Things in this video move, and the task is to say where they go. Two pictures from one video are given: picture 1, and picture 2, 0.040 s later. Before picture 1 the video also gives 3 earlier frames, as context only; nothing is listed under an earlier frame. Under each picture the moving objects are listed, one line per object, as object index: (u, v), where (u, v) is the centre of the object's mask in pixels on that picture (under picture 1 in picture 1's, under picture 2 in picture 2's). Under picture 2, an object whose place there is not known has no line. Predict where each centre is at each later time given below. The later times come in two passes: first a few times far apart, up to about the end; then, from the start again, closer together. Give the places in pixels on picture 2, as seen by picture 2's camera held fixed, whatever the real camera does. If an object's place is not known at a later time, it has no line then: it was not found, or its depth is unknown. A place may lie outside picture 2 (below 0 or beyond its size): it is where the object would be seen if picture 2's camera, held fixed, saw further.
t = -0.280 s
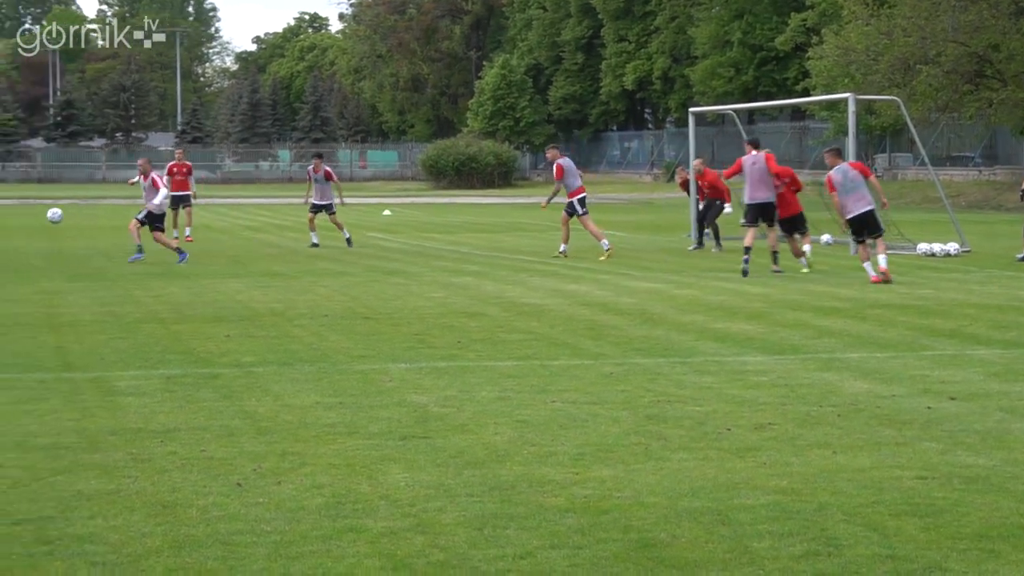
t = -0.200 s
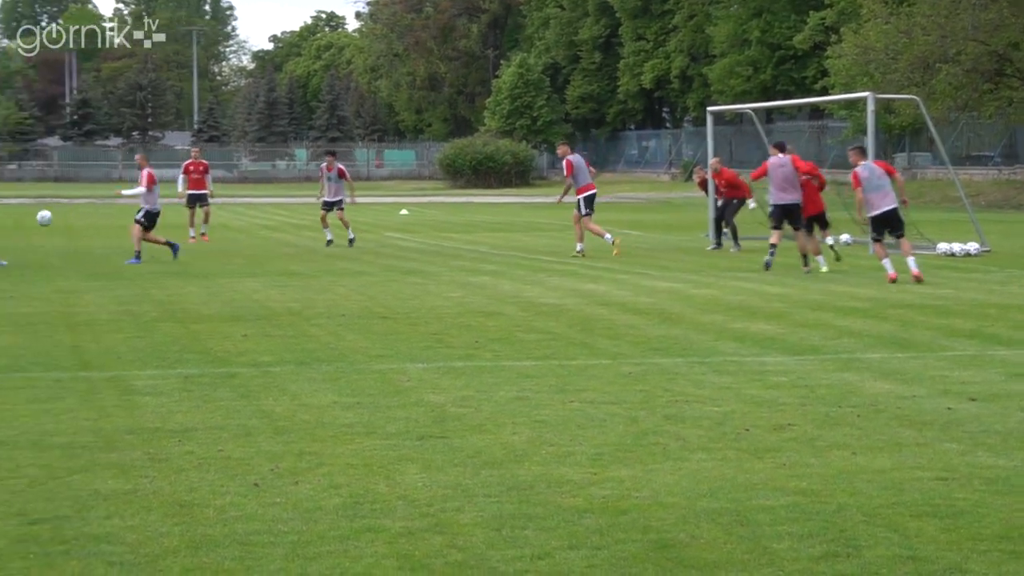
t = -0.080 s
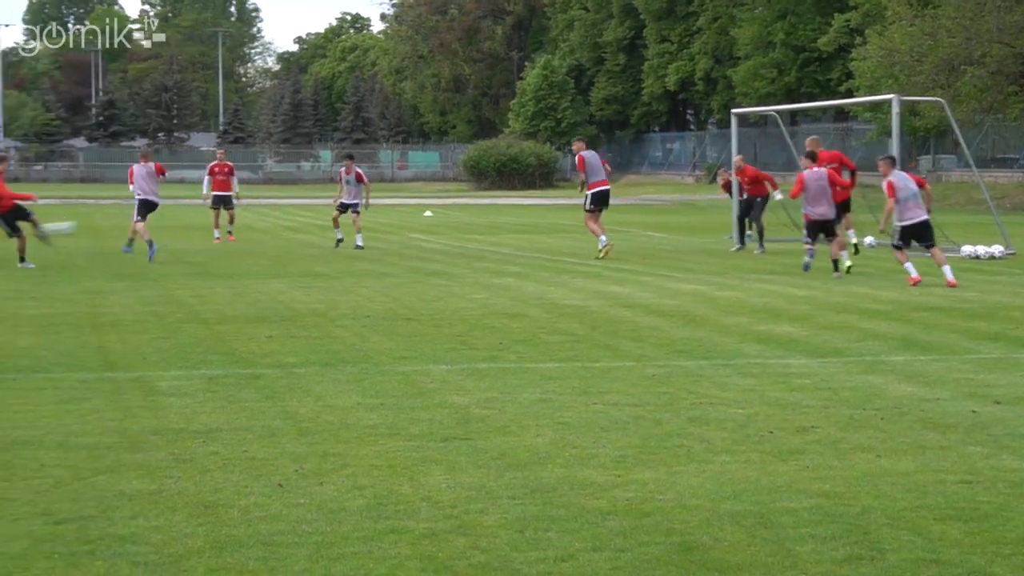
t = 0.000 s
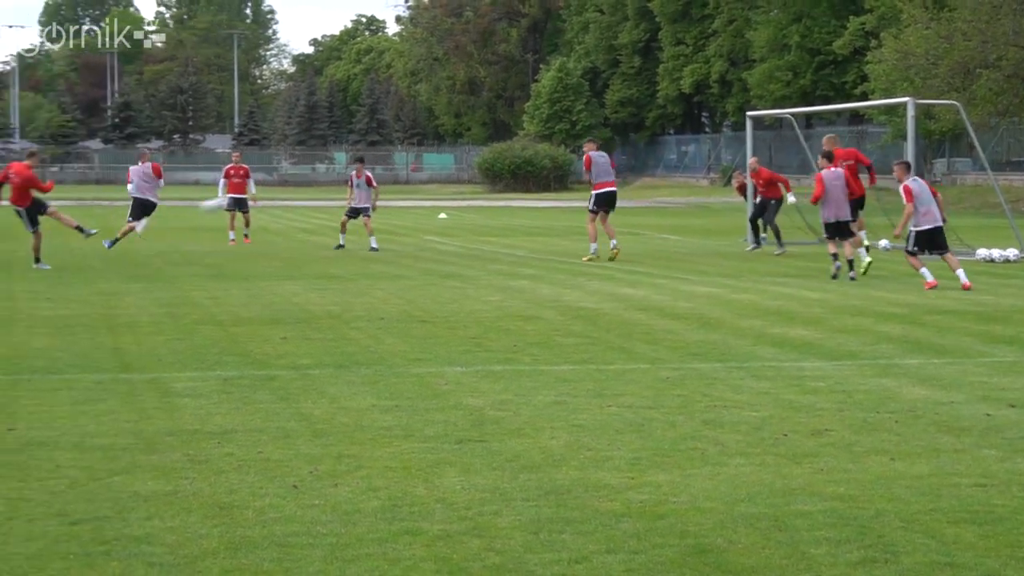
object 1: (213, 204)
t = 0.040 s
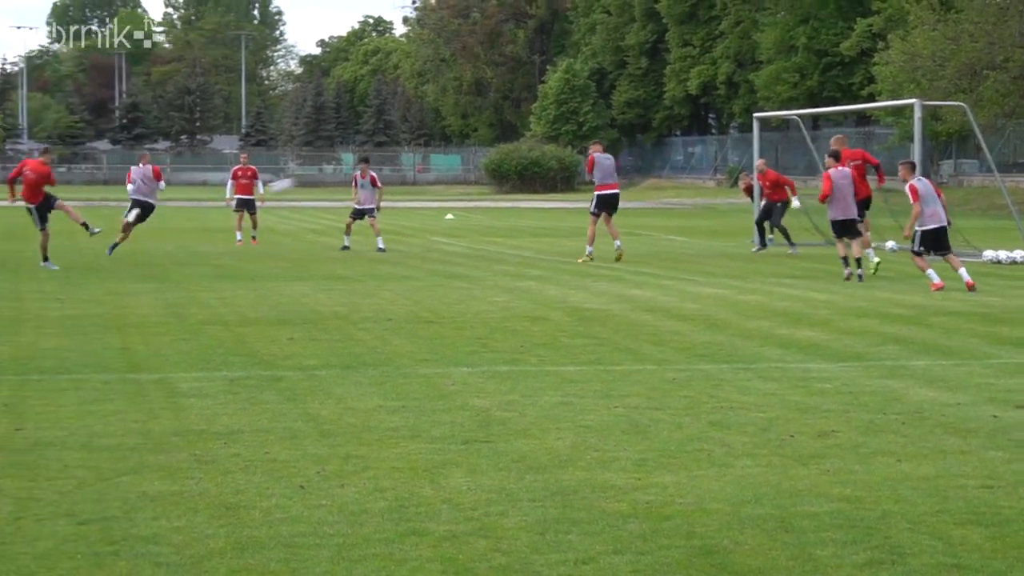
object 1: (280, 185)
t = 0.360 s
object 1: (685, 107)
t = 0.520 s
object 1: (844, 102)
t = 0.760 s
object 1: (733, 79)
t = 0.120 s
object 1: (390, 155)
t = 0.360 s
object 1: (685, 107)
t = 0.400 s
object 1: (726, 103)
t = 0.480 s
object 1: (807, 102)
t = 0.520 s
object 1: (844, 102)
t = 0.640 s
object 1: (819, 92)
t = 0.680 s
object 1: (791, 86)
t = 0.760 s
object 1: (733, 79)
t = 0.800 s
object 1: (704, 76)
